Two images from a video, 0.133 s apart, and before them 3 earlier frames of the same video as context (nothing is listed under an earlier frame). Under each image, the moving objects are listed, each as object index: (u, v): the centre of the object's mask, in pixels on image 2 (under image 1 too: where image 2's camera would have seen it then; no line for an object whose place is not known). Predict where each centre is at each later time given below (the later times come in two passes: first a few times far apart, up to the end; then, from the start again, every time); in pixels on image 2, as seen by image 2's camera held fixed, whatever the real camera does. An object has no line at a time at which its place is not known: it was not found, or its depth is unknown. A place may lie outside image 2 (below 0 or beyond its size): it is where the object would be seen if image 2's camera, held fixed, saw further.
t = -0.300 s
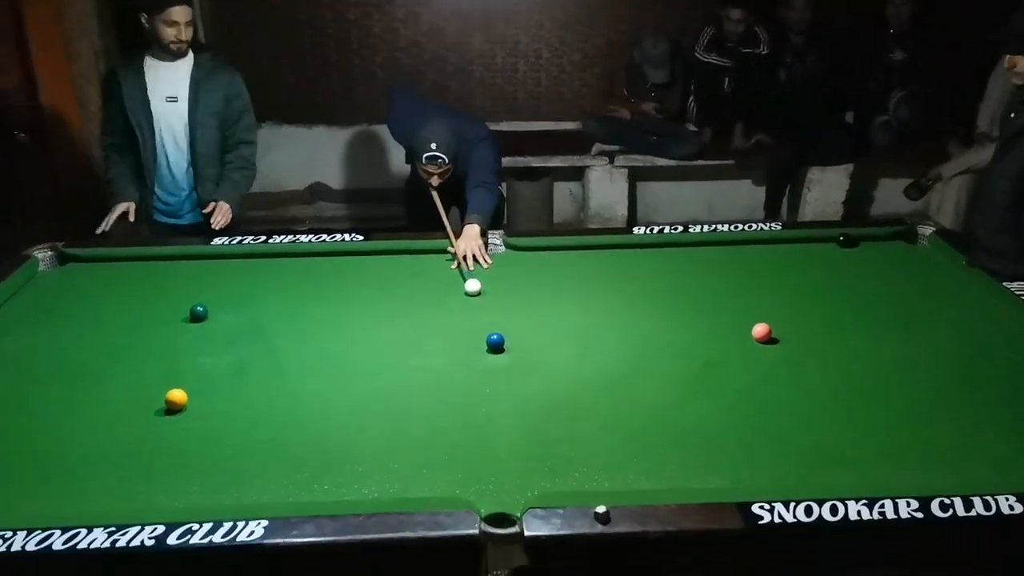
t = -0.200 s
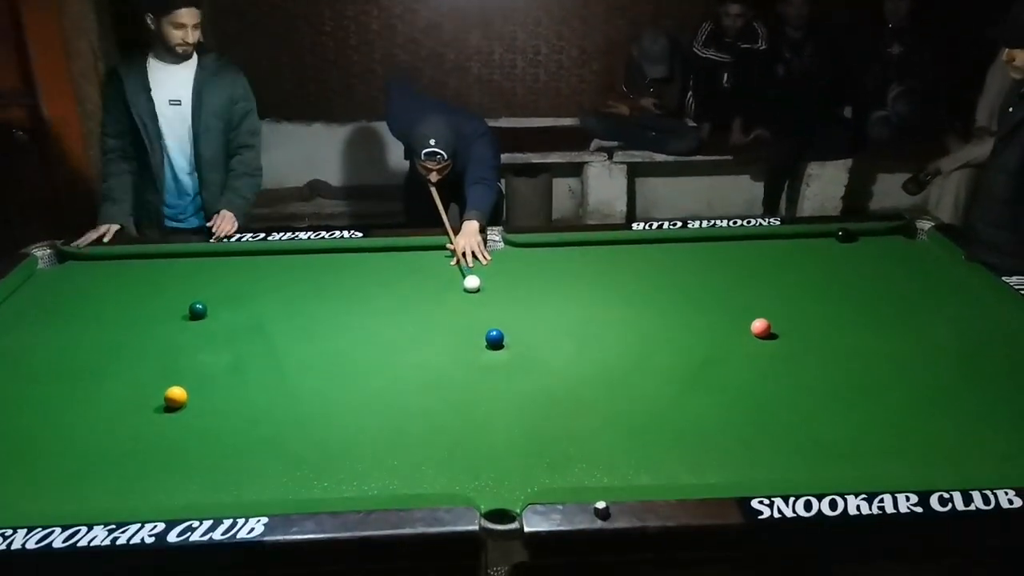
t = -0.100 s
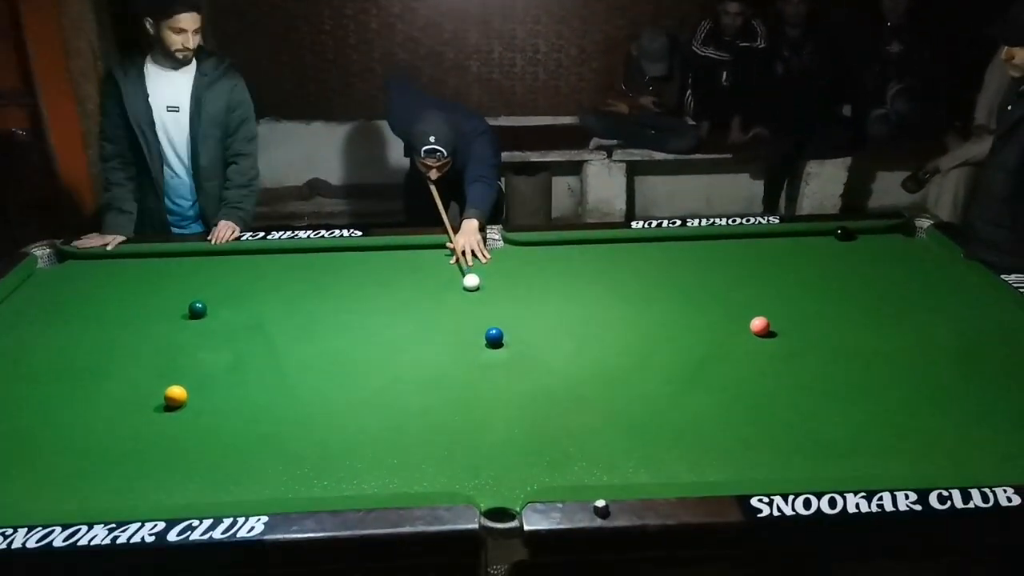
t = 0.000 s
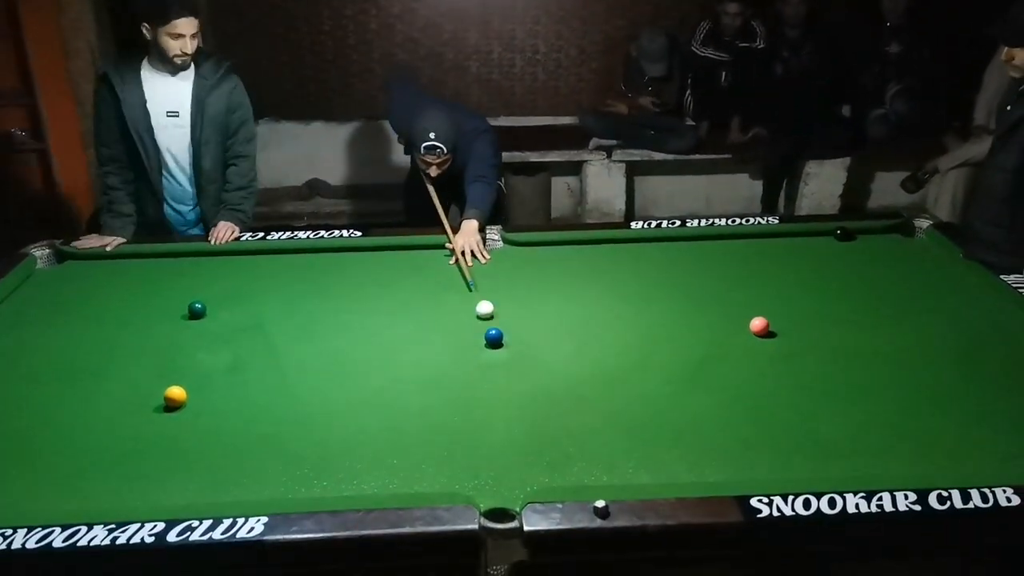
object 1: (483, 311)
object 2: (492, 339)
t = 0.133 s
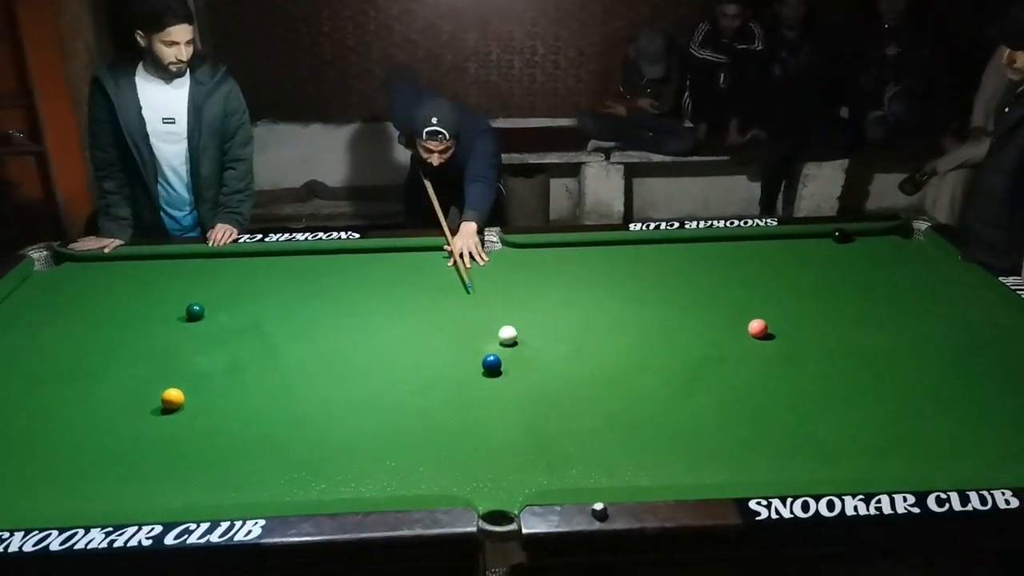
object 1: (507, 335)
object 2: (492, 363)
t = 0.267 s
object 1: (531, 347)
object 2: (491, 402)
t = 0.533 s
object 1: (574, 367)
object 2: (492, 489)
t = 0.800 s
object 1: (610, 384)
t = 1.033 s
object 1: (626, 392)
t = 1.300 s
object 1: (633, 395)
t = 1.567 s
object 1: (637, 397)
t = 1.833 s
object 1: (637, 398)
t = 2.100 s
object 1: (637, 398)
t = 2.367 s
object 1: (637, 397)
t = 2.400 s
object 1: (637, 397)
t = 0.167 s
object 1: (513, 338)
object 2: (492, 372)
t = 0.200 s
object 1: (519, 341)
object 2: (492, 383)
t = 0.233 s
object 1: (525, 344)
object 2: (491, 392)
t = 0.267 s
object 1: (531, 347)
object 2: (491, 402)
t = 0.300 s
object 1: (537, 350)
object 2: (491, 412)
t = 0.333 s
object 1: (543, 352)
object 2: (491, 423)
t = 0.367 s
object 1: (548, 355)
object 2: (491, 434)
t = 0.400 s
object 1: (554, 358)
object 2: (492, 445)
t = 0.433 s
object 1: (559, 360)
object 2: (491, 457)
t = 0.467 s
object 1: (564, 362)
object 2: (492, 465)
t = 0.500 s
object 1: (569, 365)
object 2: (492, 476)
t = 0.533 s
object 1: (574, 367)
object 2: (492, 489)
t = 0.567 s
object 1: (579, 369)
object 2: (492, 501)
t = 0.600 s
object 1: (584, 371)
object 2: (495, 520)
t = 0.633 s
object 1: (589, 374)
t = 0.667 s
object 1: (593, 376)
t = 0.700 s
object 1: (598, 378)
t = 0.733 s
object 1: (602, 380)
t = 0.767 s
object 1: (606, 382)
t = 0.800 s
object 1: (610, 384)
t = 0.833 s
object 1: (613, 386)
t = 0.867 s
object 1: (617, 387)
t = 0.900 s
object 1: (620, 388)
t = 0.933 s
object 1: (623, 390)
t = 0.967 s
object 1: (623, 390)
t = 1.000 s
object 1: (624, 391)
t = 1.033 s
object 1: (626, 392)
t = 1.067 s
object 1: (627, 392)
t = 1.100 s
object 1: (628, 393)
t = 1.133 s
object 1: (629, 393)
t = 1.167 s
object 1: (630, 394)
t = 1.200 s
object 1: (631, 394)
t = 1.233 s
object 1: (631, 394)
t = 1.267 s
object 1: (632, 395)
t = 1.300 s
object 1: (633, 395)
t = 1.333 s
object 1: (634, 396)
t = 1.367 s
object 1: (634, 396)
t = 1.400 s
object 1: (635, 396)
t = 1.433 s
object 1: (635, 396)
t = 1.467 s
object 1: (636, 397)
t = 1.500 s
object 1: (636, 397)
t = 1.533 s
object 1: (636, 397)
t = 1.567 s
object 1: (637, 397)
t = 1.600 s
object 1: (637, 398)
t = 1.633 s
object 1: (637, 398)
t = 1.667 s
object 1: (637, 398)
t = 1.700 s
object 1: (637, 398)
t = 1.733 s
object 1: (637, 398)
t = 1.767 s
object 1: (637, 398)
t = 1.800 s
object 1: (637, 398)
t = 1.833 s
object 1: (637, 398)
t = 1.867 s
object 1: (637, 398)
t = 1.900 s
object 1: (637, 398)
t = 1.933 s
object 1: (637, 398)
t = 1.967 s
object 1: (637, 397)
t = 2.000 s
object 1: (637, 398)
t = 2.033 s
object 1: (637, 398)
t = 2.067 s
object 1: (637, 398)
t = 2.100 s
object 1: (637, 398)
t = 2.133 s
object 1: (637, 397)
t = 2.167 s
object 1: (637, 397)
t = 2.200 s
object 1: (637, 398)
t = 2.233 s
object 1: (637, 397)
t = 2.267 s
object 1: (637, 397)
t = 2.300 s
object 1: (637, 397)
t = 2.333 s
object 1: (637, 397)
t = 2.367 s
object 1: (637, 397)
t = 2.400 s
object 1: (637, 397)
